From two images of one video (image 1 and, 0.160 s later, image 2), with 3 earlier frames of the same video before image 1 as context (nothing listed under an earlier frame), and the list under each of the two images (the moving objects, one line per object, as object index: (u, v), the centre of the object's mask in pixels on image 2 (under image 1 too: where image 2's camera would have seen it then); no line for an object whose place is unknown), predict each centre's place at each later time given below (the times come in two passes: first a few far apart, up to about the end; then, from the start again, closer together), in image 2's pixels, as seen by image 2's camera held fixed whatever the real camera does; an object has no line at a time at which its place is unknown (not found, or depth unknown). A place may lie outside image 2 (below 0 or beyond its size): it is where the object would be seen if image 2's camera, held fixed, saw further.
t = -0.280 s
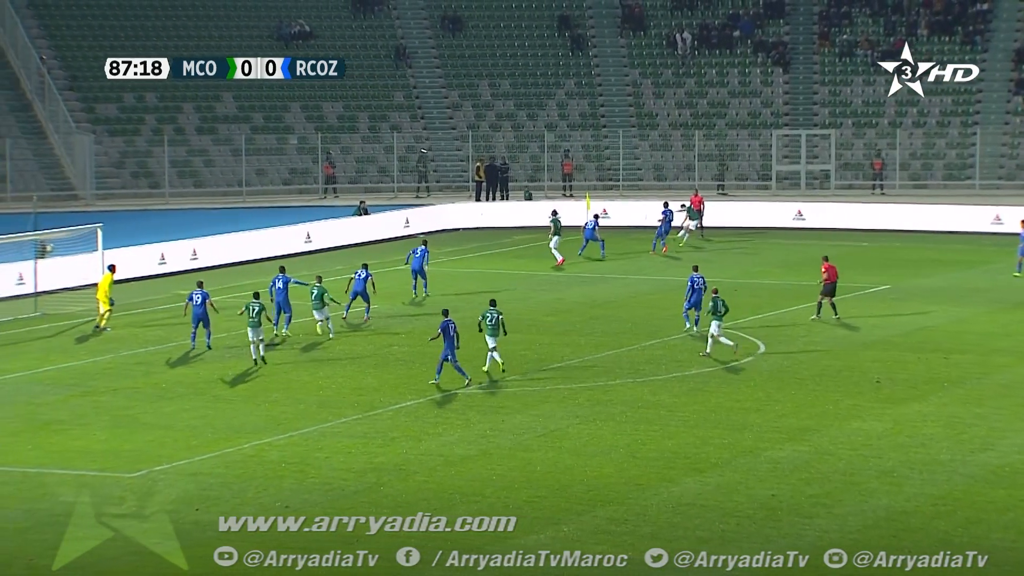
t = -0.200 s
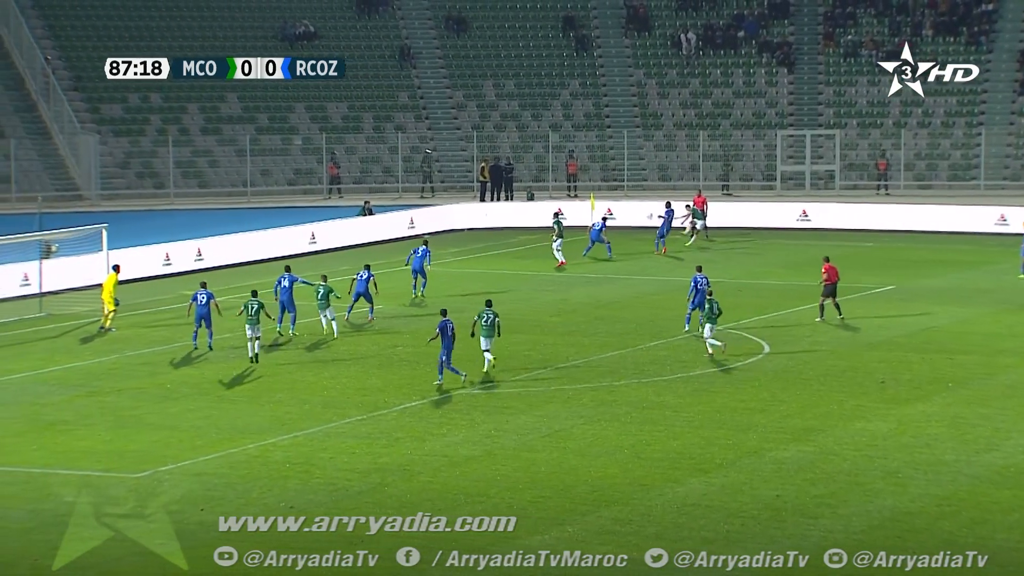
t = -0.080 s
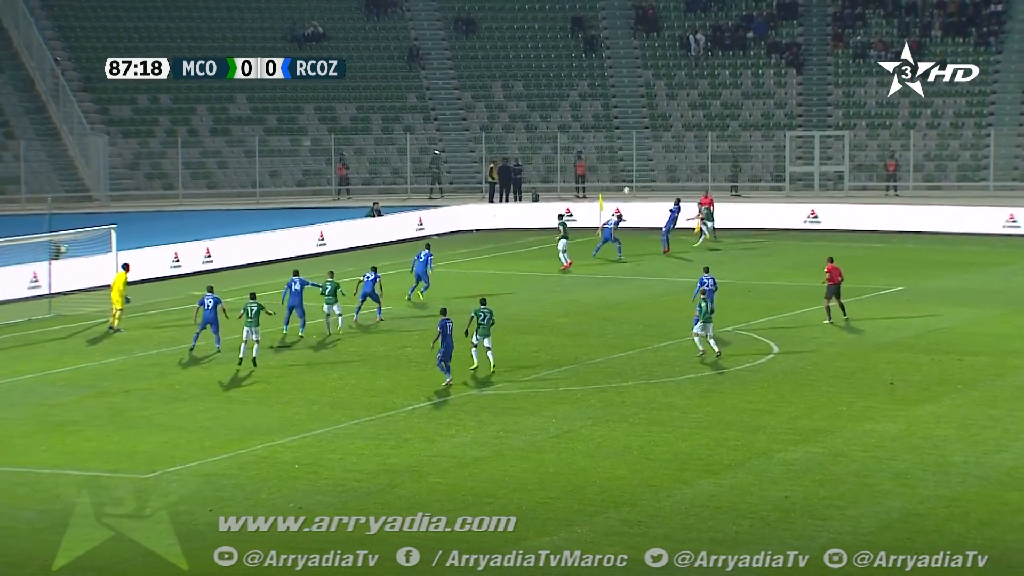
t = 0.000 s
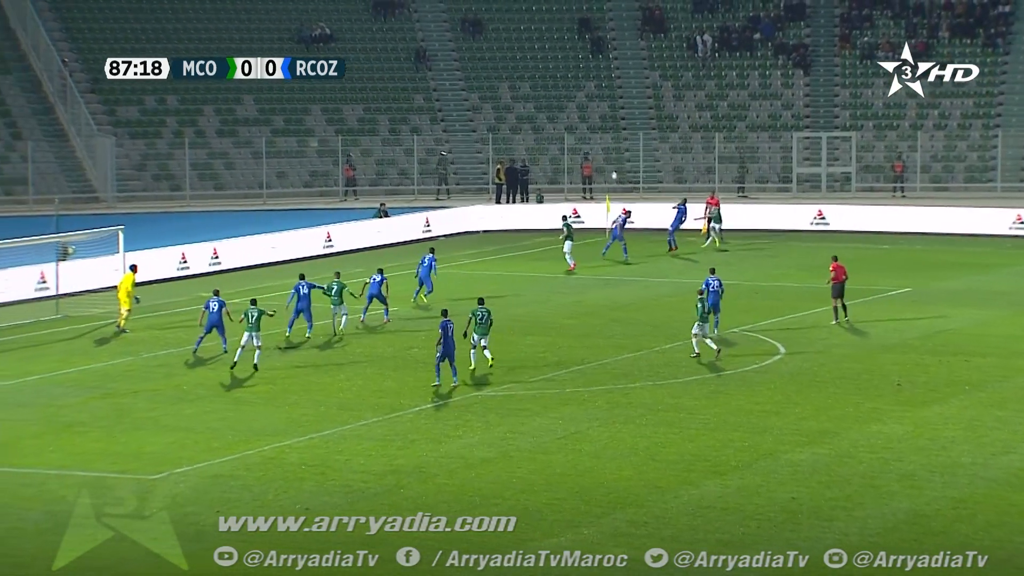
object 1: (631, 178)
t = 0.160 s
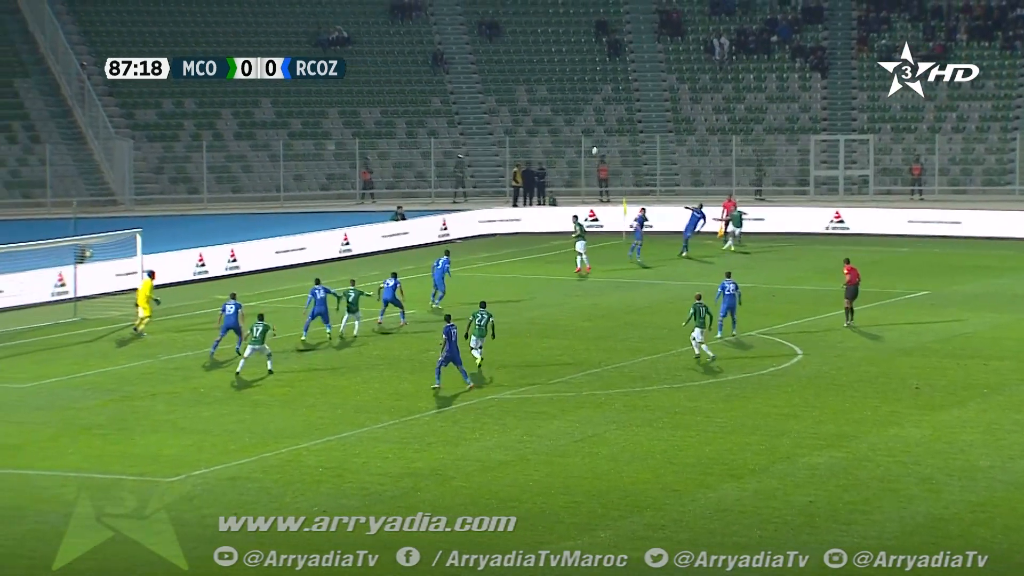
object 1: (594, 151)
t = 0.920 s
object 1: (446, 97)
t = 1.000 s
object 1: (432, 100)
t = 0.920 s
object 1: (446, 97)
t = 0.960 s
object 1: (440, 98)
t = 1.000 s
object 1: (432, 100)
